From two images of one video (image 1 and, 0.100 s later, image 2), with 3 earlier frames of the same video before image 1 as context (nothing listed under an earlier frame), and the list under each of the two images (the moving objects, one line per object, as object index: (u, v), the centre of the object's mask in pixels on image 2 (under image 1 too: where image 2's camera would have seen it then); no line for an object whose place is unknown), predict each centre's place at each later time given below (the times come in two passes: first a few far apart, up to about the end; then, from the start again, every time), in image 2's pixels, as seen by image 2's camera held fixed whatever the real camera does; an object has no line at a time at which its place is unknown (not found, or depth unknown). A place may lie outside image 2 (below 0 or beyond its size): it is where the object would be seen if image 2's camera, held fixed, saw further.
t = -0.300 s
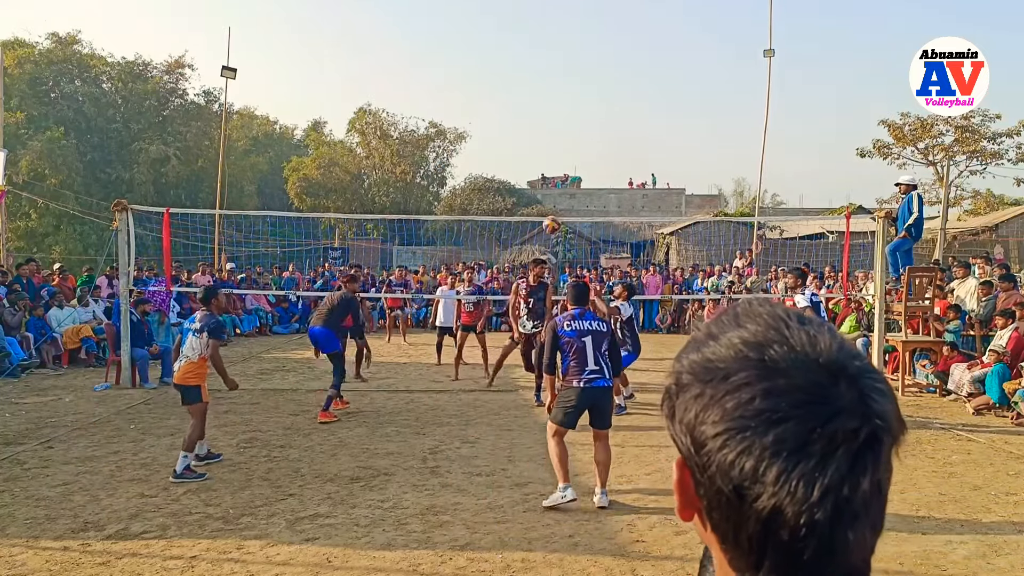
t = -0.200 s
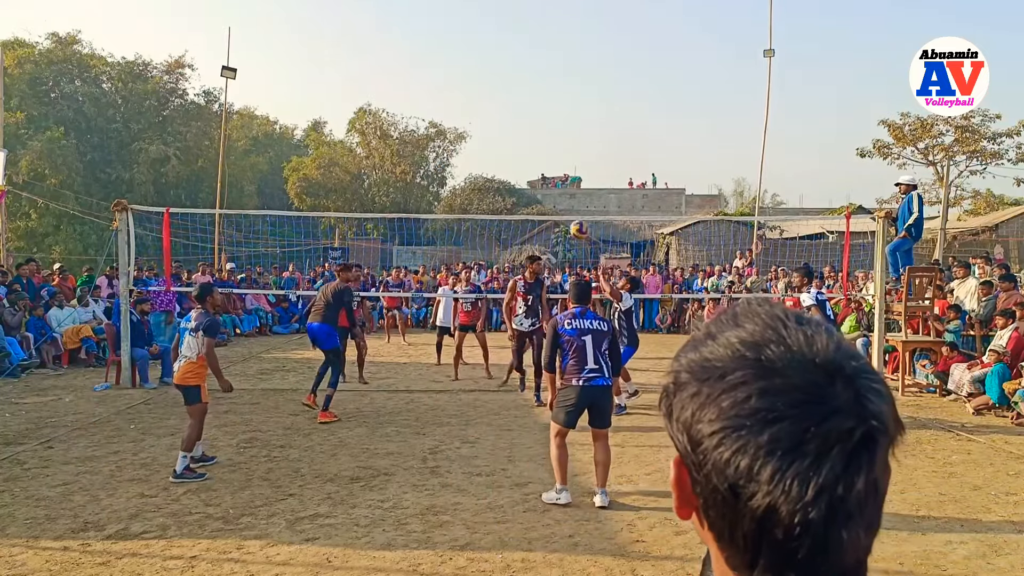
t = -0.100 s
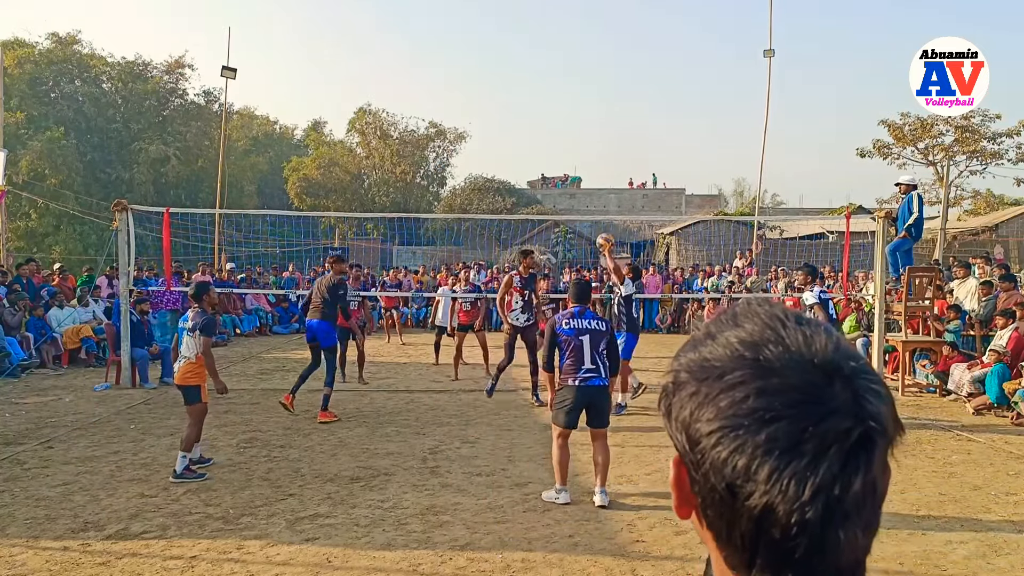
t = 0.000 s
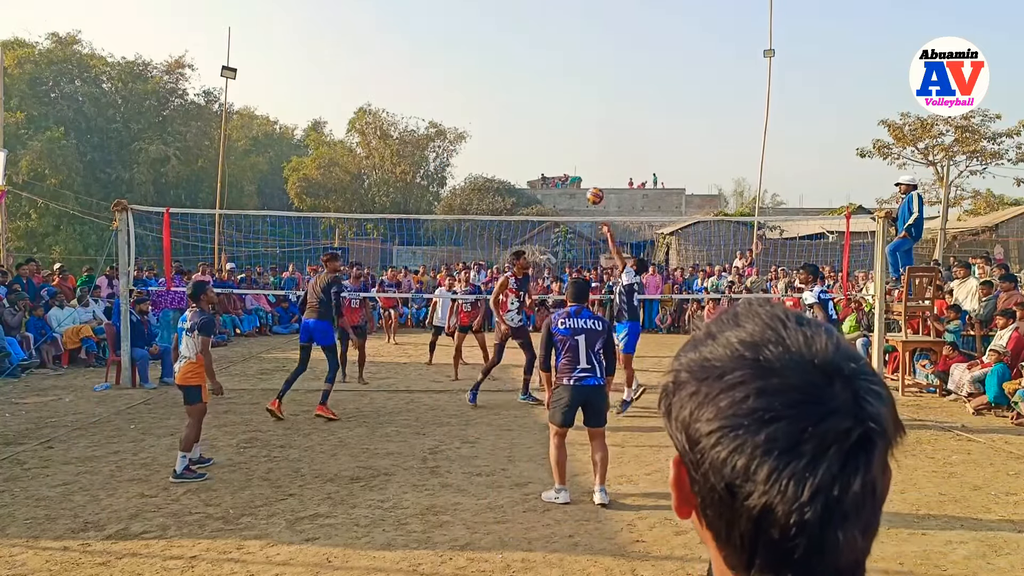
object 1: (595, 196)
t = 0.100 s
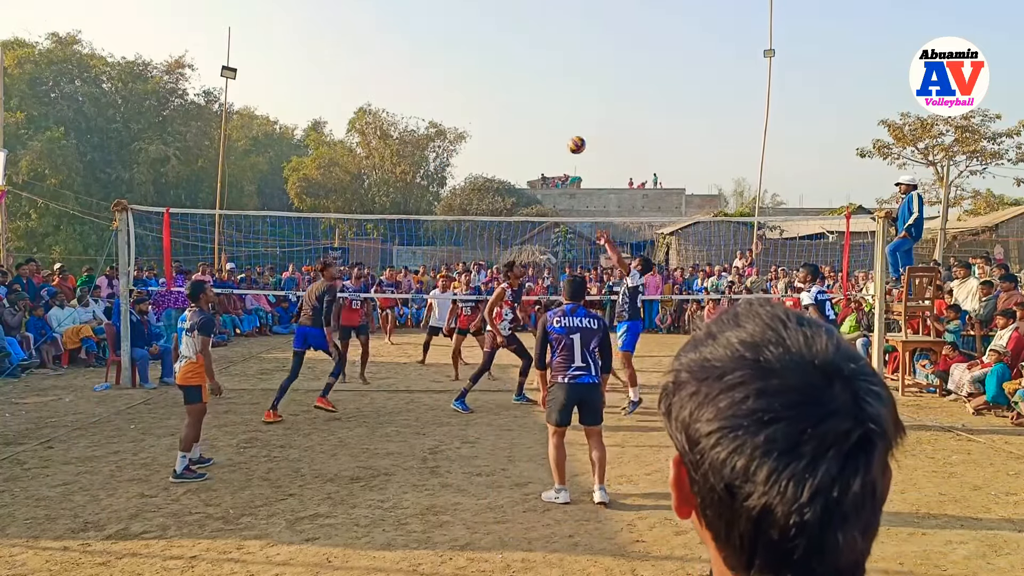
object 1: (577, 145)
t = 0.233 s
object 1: (552, 92)
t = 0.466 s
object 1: (513, 36)
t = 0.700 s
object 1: (475, 26)
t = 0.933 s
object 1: (438, 59)
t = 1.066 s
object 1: (418, 97)
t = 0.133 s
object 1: (570, 130)
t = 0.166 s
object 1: (564, 116)
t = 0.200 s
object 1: (558, 103)
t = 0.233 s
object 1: (552, 92)
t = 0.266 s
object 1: (547, 81)
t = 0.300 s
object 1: (541, 71)
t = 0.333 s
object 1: (536, 62)
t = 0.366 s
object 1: (530, 54)
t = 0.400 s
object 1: (524, 47)
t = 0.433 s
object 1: (519, 41)
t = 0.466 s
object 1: (513, 36)
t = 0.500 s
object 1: (508, 31)
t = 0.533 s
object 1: (502, 28)
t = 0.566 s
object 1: (497, 26)
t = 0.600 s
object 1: (491, 24)
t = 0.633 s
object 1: (486, 24)
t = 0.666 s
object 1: (481, 24)
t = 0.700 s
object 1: (475, 26)
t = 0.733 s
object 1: (470, 28)
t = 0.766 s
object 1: (465, 31)
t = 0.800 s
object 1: (459, 35)
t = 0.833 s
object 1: (454, 40)
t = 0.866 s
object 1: (449, 45)
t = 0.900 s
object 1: (443, 52)
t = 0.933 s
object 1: (438, 59)
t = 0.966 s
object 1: (433, 68)
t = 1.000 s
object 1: (428, 77)
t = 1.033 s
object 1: (423, 87)
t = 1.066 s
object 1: (418, 97)
